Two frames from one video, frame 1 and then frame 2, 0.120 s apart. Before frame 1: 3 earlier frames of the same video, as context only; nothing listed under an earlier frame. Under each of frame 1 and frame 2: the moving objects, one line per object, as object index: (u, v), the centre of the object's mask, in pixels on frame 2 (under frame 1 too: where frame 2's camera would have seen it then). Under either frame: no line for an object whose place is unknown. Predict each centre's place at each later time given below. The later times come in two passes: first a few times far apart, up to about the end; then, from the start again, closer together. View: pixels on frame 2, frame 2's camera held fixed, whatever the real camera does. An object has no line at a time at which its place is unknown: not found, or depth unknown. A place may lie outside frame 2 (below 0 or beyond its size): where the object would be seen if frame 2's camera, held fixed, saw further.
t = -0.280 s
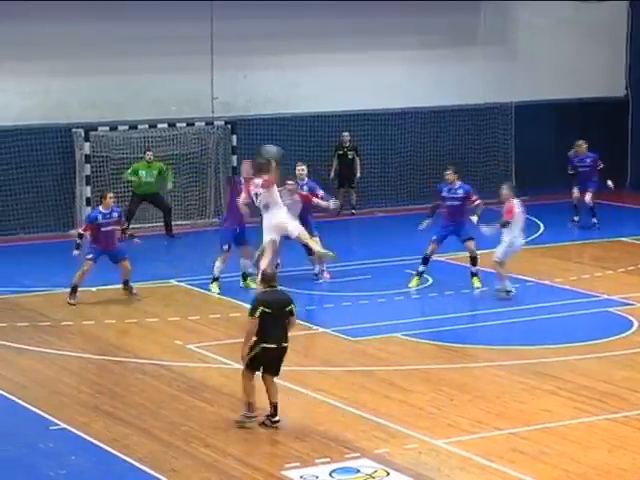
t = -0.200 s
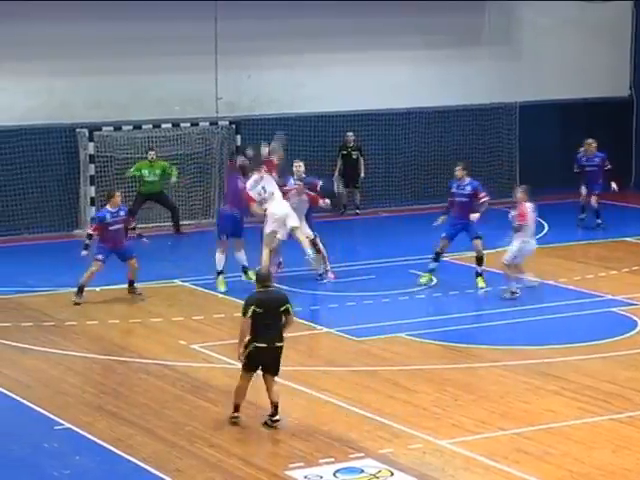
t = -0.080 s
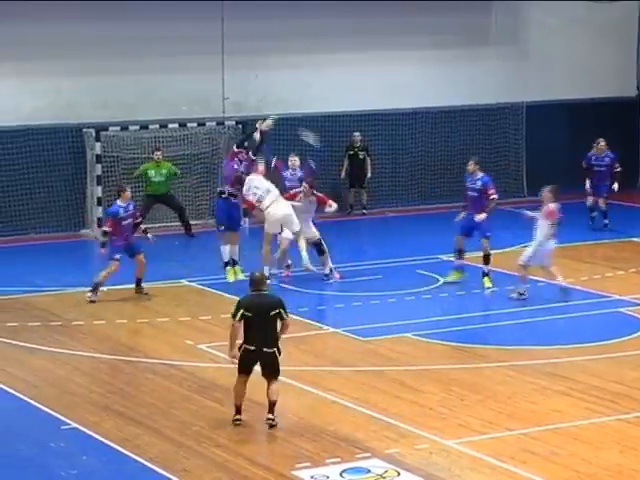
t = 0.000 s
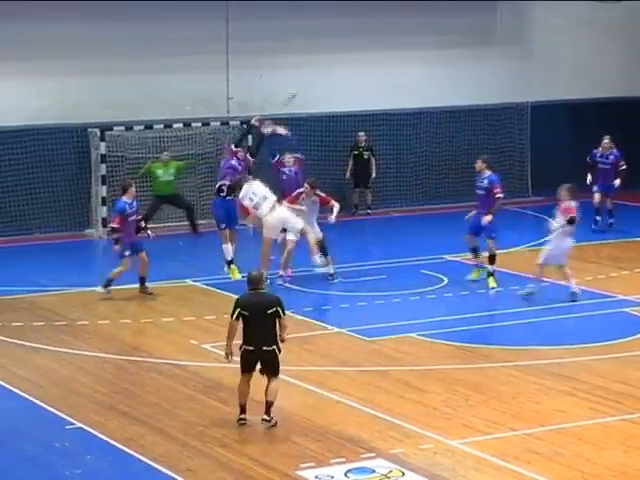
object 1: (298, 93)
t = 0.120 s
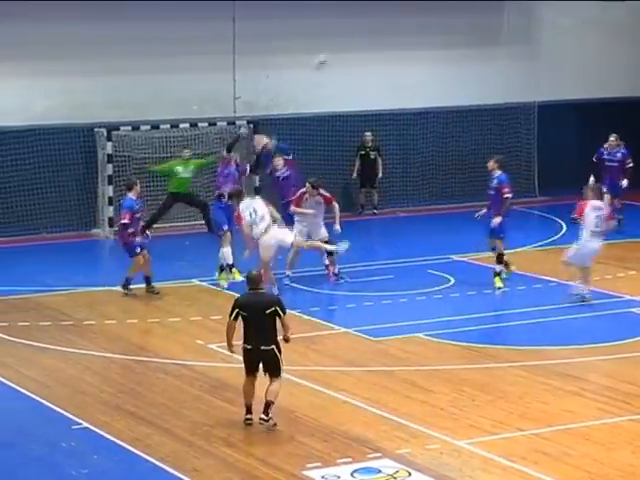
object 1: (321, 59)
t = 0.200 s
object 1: (334, 43)
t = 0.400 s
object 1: (372, 18)
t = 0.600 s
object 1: (409, 18)
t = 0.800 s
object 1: (443, 42)
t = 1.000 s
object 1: (474, 89)
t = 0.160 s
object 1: (326, 50)
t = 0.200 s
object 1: (334, 43)
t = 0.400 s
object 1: (372, 18)
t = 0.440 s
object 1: (381, 17)
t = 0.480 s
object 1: (387, 15)
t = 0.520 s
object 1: (394, 15)
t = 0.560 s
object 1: (402, 16)
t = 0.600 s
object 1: (409, 18)
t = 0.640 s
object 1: (415, 21)
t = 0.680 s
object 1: (424, 24)
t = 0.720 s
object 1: (430, 30)
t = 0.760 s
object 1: (436, 35)
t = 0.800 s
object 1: (443, 42)
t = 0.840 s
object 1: (450, 52)
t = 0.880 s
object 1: (456, 58)
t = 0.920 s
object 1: (463, 69)
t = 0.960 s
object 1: (469, 82)
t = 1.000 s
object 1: (474, 89)
